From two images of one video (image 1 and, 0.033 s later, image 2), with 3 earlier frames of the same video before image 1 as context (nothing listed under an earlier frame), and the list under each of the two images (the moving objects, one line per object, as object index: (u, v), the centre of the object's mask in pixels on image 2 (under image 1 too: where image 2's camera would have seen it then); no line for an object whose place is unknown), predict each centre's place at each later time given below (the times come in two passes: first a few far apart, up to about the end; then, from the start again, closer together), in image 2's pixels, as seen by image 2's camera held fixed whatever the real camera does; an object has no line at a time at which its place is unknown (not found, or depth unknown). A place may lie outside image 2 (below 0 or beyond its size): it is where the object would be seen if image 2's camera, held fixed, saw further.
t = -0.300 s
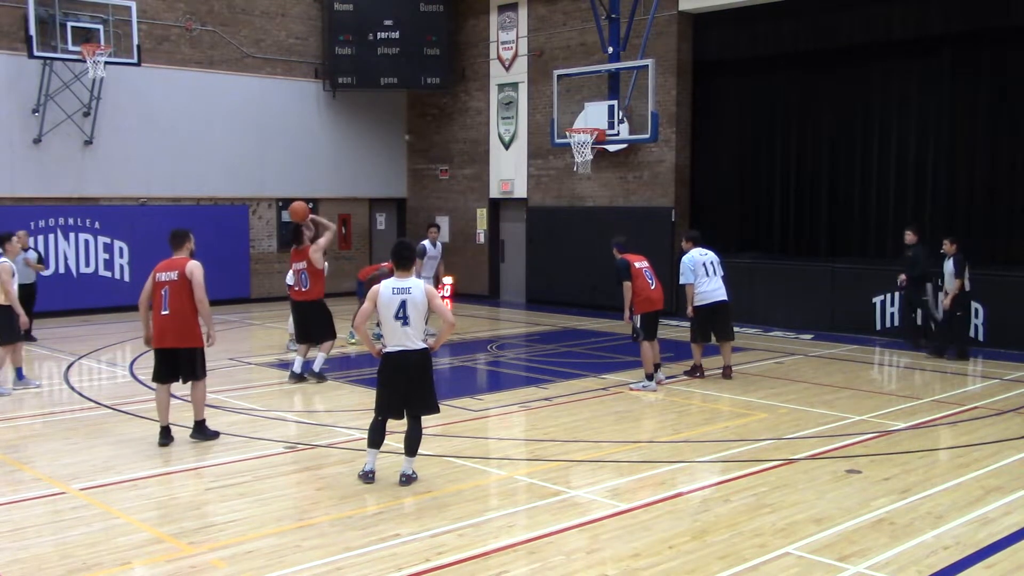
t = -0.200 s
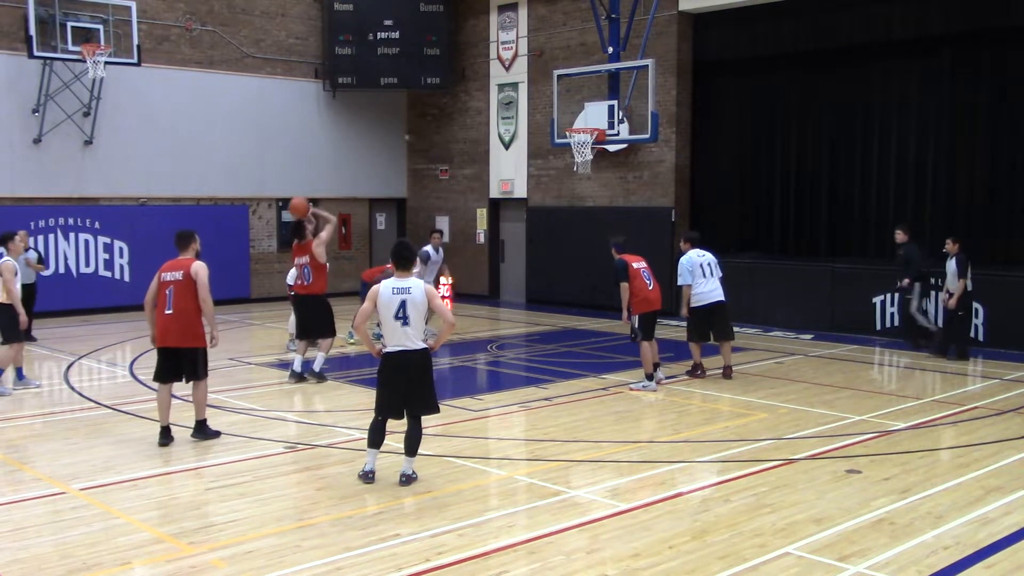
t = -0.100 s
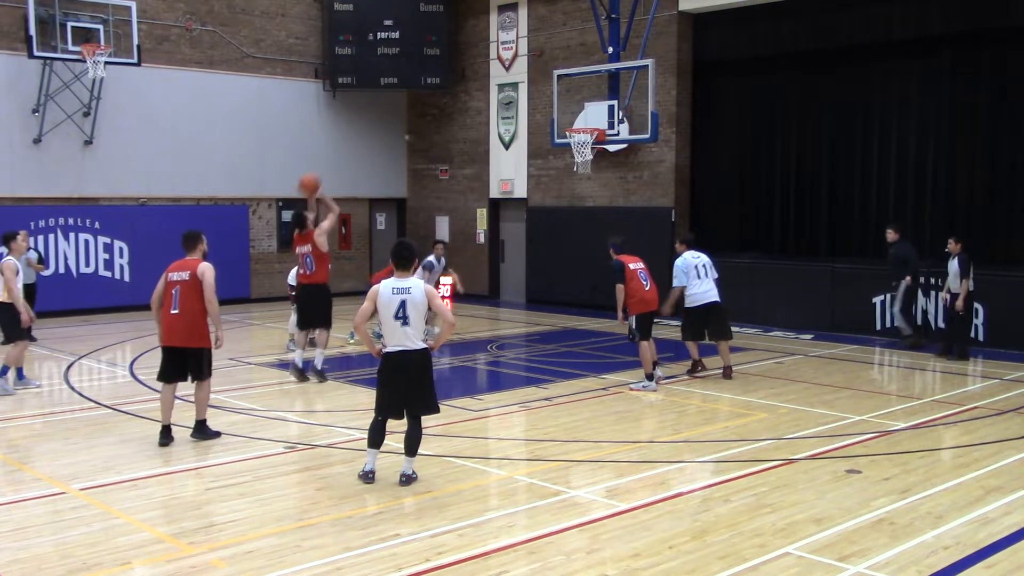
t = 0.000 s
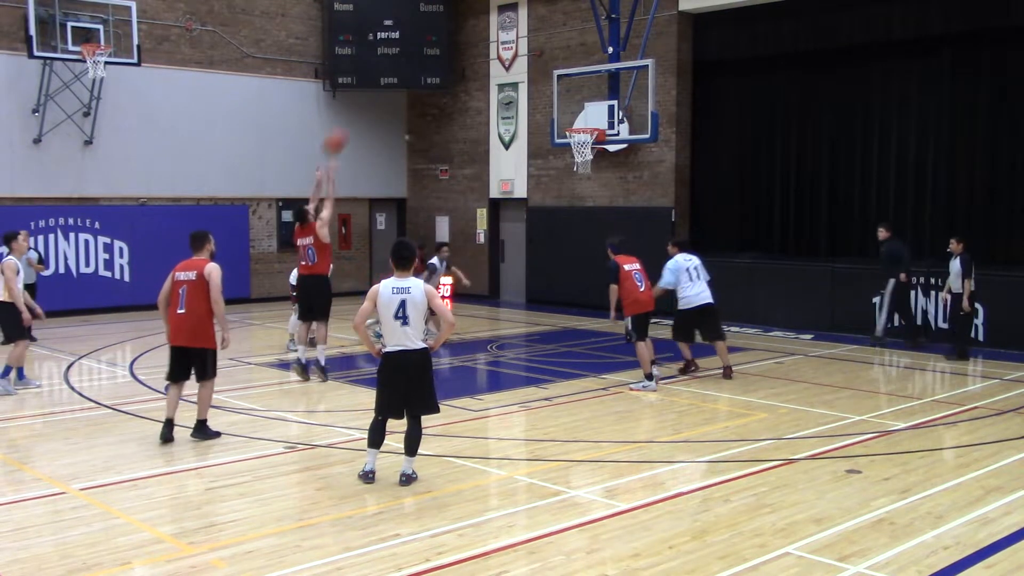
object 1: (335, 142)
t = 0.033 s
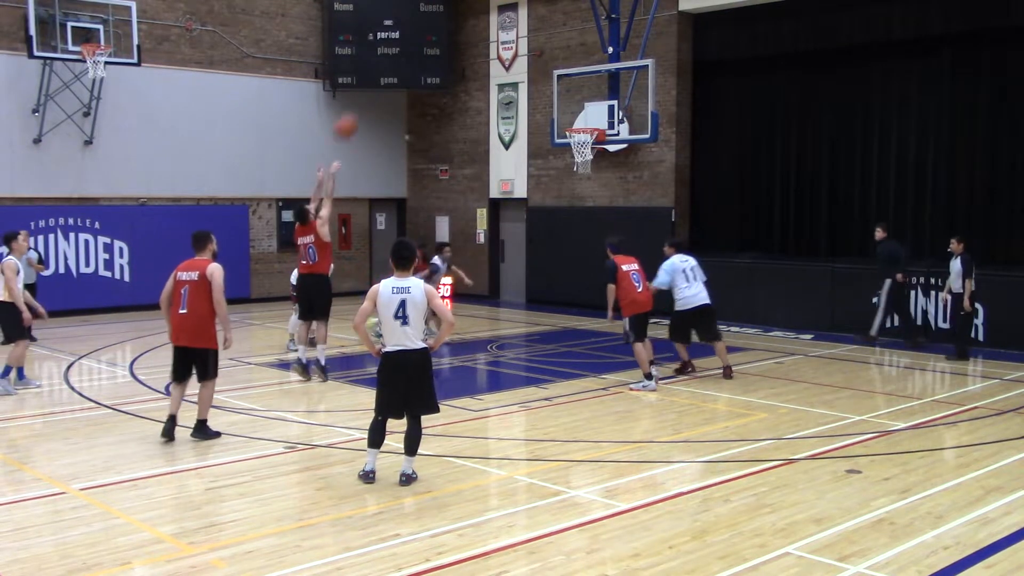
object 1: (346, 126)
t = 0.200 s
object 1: (397, 73)
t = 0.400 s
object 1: (455, 43)
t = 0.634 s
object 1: (515, 50)
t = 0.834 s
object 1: (562, 86)
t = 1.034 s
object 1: (586, 126)
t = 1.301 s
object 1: (573, 152)
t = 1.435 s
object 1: (578, 169)
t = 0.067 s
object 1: (356, 113)
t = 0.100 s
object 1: (367, 100)
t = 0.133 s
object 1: (377, 91)
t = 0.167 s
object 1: (388, 82)
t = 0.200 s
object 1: (397, 73)
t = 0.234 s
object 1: (407, 66)
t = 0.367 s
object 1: (446, 46)
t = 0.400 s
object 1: (455, 43)
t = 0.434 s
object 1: (464, 41)
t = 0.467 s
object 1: (472, 40)
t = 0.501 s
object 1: (480, 40)
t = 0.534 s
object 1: (487, 42)
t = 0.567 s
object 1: (496, 43)
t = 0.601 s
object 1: (507, 47)
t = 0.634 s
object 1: (515, 50)
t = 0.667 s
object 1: (523, 53)
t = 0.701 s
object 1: (531, 59)
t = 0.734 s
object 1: (539, 63)
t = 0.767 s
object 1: (546, 68)
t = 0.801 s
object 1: (554, 77)
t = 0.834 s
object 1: (562, 86)
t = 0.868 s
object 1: (569, 93)
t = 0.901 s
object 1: (575, 103)
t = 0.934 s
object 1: (581, 111)
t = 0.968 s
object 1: (589, 123)
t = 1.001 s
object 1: (589, 127)
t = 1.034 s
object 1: (586, 126)
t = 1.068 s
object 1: (581, 128)
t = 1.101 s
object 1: (574, 136)
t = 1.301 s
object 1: (573, 152)
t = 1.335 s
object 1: (573, 153)
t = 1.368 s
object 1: (574, 158)
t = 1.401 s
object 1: (576, 162)
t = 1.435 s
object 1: (578, 169)
